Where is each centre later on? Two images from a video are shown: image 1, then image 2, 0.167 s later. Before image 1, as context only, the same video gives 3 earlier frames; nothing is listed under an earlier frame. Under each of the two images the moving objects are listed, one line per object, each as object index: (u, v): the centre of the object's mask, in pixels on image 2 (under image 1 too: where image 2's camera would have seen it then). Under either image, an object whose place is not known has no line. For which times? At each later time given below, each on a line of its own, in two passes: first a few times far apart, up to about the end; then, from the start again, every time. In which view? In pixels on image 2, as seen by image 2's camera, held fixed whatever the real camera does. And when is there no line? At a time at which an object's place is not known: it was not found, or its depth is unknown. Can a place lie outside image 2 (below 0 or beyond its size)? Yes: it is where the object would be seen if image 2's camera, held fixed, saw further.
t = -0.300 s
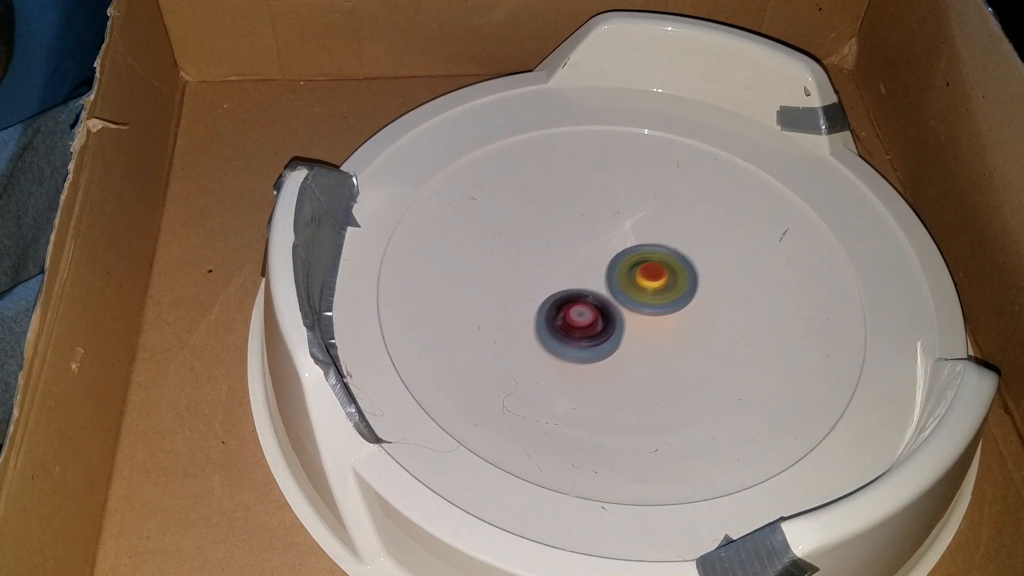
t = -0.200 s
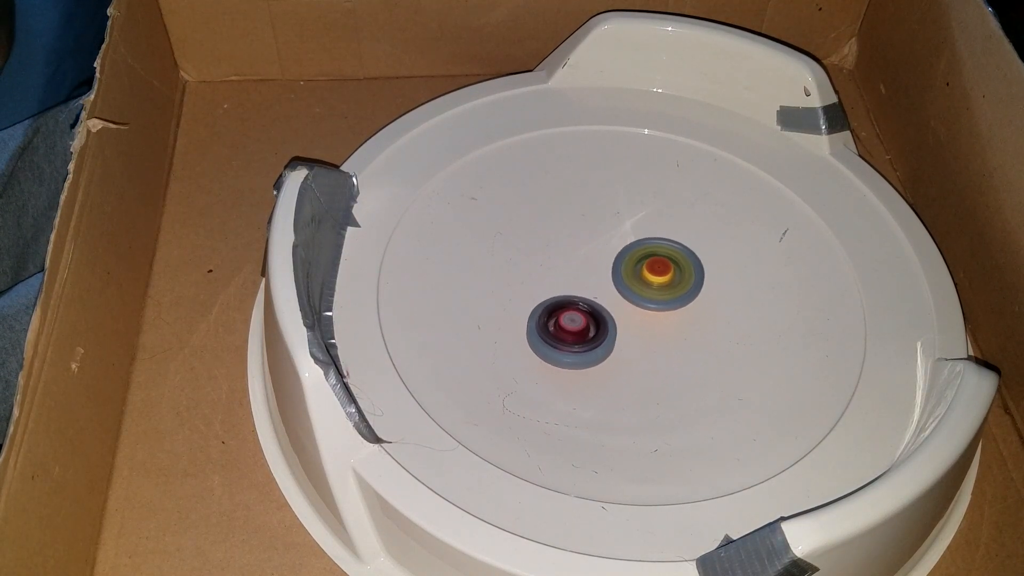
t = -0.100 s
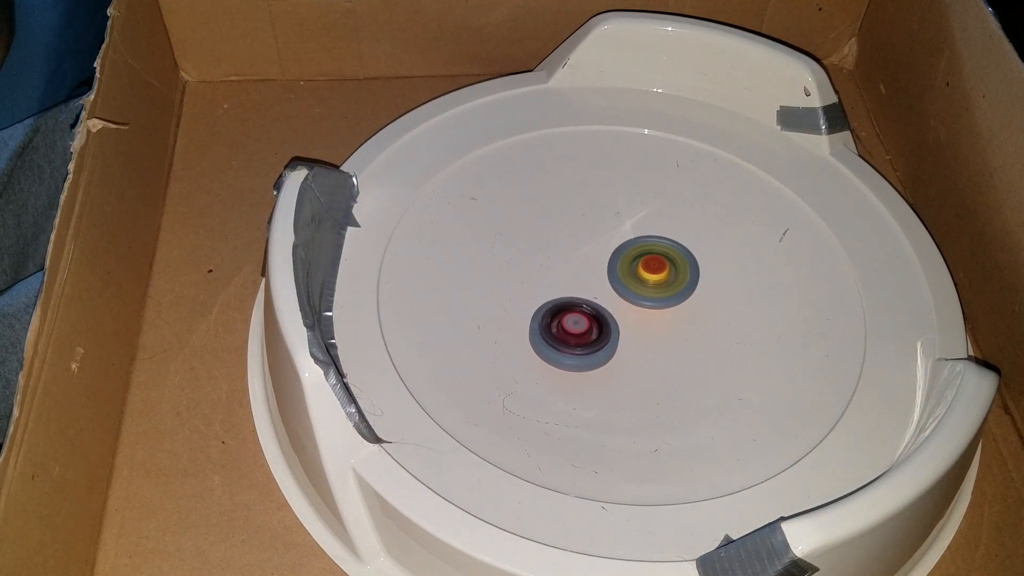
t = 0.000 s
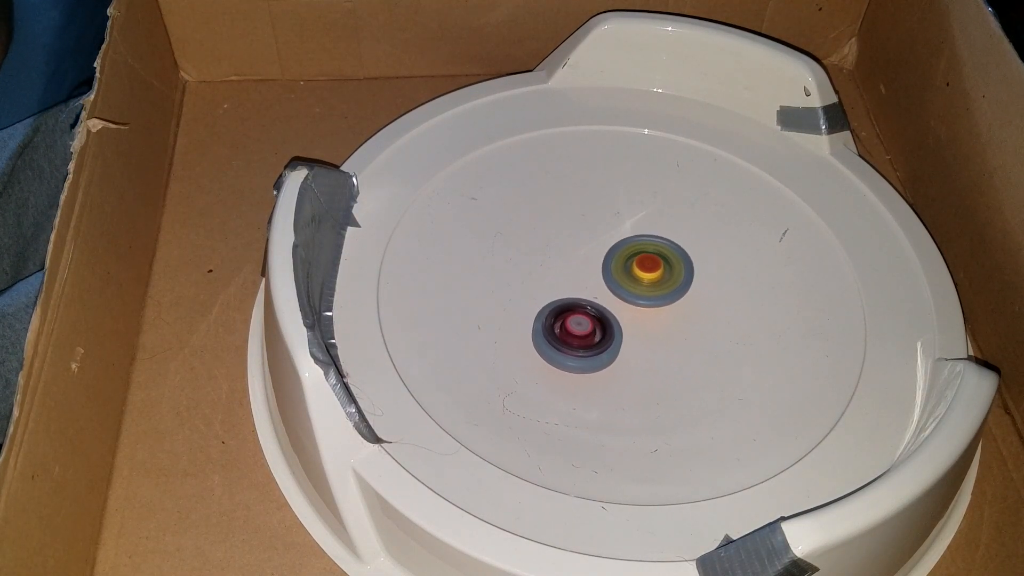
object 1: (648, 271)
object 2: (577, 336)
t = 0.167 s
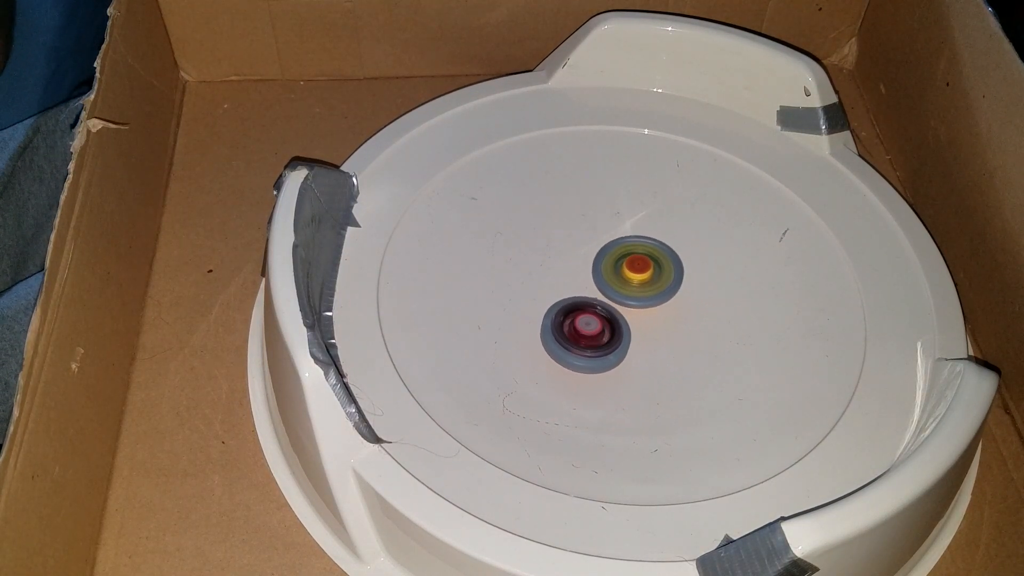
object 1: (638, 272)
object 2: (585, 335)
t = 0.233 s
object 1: (634, 272)
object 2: (589, 334)
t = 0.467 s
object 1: (642, 244)
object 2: (584, 353)
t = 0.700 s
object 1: (628, 244)
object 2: (609, 346)
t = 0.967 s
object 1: (615, 252)
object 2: (636, 336)
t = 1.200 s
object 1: (594, 191)
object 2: (748, 402)
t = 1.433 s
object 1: (578, 207)
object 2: (806, 293)
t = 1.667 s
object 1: (577, 234)
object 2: (714, 237)
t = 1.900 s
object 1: (555, 277)
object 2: (674, 235)
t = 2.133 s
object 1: (567, 315)
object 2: (658, 237)
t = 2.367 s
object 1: (585, 336)
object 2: (645, 241)
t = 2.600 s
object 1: (604, 346)
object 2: (632, 246)
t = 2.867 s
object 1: (621, 342)
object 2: (618, 254)
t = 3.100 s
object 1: (629, 327)
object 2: (607, 260)
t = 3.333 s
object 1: (641, 330)
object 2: (592, 249)
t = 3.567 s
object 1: (651, 314)
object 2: (582, 254)
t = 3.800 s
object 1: (662, 301)
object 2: (573, 258)
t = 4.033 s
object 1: (676, 295)
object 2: (565, 263)
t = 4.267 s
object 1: (677, 287)
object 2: (571, 274)
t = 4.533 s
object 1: (700, 284)
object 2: (551, 282)
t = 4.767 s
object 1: (699, 278)
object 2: (552, 296)
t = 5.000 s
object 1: (681, 280)
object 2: (563, 310)
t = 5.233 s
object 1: (657, 285)
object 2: (577, 320)
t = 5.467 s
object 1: (675, 271)
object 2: (549, 340)
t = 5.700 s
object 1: (659, 263)
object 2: (560, 349)
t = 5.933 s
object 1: (644, 261)
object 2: (576, 351)
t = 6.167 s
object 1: (631, 265)
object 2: (598, 345)
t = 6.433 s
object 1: (627, 257)
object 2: (624, 344)
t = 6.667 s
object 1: (620, 261)
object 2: (648, 337)
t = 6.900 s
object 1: (617, 264)
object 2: (668, 332)
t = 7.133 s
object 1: (615, 271)
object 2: (682, 327)
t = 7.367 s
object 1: (611, 276)
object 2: (690, 325)
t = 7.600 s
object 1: (558, 244)
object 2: (755, 356)
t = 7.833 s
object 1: (511, 231)
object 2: (778, 362)
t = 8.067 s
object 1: (517, 246)
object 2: (760, 346)
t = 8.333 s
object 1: (542, 266)
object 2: (697, 310)
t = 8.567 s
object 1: (544, 278)
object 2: (631, 270)
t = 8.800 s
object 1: (553, 302)
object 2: (630, 258)
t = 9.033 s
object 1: (573, 320)
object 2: (627, 255)
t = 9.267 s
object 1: (590, 329)
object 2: (628, 256)
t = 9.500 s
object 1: (602, 332)
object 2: (631, 263)
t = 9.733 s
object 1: (599, 343)
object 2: (641, 263)
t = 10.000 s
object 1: (608, 344)
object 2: (631, 275)
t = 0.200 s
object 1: (635, 272)
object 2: (587, 334)
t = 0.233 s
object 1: (634, 272)
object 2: (589, 334)
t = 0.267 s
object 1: (642, 261)
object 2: (579, 345)
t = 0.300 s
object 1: (648, 253)
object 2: (574, 351)
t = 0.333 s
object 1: (650, 249)
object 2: (573, 353)
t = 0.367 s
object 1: (648, 247)
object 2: (575, 353)
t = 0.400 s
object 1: (646, 246)
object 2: (578, 353)
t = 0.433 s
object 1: (644, 245)
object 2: (581, 354)
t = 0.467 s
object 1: (642, 244)
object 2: (584, 353)
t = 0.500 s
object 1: (640, 243)
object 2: (587, 353)
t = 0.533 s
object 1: (638, 243)
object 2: (591, 353)
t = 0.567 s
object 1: (636, 243)
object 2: (595, 352)
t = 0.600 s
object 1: (634, 243)
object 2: (599, 351)
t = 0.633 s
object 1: (632, 243)
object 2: (602, 349)
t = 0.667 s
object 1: (630, 243)
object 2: (606, 348)
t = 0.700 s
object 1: (628, 244)
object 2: (609, 346)
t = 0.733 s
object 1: (626, 245)
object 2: (613, 344)
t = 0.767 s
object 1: (624, 246)
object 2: (616, 342)
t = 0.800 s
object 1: (623, 247)
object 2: (619, 340)
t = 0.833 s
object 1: (621, 249)
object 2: (622, 338)
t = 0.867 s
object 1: (619, 251)
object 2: (626, 336)
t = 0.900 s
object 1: (618, 253)
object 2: (629, 333)
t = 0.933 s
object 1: (616, 255)
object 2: (632, 331)
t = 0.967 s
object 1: (615, 252)
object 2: (636, 336)
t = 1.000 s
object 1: (611, 226)
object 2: (646, 366)
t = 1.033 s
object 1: (608, 207)
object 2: (657, 388)
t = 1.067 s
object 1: (606, 195)
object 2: (670, 404)
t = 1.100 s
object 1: (604, 190)
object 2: (685, 412)
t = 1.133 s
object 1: (601, 189)
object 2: (704, 414)
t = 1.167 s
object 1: (597, 190)
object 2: (724, 410)
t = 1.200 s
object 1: (594, 191)
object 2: (748, 402)
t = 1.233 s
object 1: (591, 193)
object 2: (770, 391)
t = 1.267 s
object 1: (588, 195)
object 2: (789, 376)
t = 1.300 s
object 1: (585, 197)
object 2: (801, 361)
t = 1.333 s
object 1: (583, 199)
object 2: (808, 343)
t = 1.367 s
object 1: (581, 202)
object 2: (812, 325)
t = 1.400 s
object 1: (580, 204)
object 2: (810, 308)
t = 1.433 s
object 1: (578, 207)
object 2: (806, 293)
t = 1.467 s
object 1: (577, 210)
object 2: (797, 279)
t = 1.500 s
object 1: (577, 213)
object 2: (787, 268)
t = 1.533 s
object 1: (576, 216)
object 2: (774, 258)
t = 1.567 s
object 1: (576, 220)
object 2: (760, 251)
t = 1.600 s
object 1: (576, 224)
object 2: (745, 245)
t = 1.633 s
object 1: (576, 229)
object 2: (728, 240)
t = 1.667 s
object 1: (577, 234)
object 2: (714, 237)
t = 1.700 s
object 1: (578, 238)
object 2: (699, 236)
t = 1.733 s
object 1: (579, 243)
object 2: (686, 235)
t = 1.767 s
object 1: (580, 248)
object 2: (675, 235)
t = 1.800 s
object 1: (582, 253)
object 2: (665, 236)
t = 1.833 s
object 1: (572, 260)
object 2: (668, 234)
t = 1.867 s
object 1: (561, 268)
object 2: (673, 234)
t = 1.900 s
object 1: (555, 277)
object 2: (674, 235)
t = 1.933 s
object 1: (554, 284)
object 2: (671, 235)
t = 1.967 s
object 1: (555, 291)
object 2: (669, 236)
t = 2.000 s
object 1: (557, 296)
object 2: (667, 236)
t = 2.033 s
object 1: (560, 301)
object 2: (664, 236)
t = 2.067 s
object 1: (562, 306)
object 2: (662, 237)
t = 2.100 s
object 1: (565, 311)
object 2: (660, 237)
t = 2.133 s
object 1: (567, 315)
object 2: (658, 237)
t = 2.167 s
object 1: (570, 319)
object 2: (656, 238)
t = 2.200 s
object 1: (572, 323)
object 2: (654, 238)
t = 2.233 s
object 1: (575, 326)
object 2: (652, 239)
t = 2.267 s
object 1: (578, 329)
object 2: (650, 239)
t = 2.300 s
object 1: (580, 331)
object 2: (648, 240)
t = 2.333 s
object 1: (583, 334)
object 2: (646, 240)
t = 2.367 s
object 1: (585, 336)
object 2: (645, 241)
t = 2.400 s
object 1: (588, 338)
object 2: (643, 241)
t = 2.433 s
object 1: (591, 340)
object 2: (641, 242)
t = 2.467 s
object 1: (593, 342)
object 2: (639, 243)
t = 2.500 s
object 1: (596, 343)
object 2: (637, 244)
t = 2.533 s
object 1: (599, 344)
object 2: (635, 244)
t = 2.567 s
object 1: (602, 345)
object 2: (634, 245)
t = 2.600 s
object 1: (604, 346)
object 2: (632, 246)
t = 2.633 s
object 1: (607, 346)
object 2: (630, 247)
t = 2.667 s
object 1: (609, 346)
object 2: (628, 248)
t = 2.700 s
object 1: (611, 346)
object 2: (626, 248)
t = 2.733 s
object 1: (613, 345)
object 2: (625, 250)
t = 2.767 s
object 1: (615, 345)
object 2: (623, 250)
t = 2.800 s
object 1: (617, 344)
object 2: (621, 251)
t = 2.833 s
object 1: (619, 343)
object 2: (620, 253)
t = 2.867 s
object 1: (621, 342)
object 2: (618, 254)
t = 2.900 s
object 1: (622, 340)
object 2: (616, 255)
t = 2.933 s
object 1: (623, 338)
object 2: (615, 256)
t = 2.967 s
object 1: (625, 336)
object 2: (613, 257)
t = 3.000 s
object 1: (626, 334)
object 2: (612, 258)
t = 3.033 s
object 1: (627, 332)
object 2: (610, 259)
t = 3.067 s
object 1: (628, 329)
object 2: (609, 260)
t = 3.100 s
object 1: (629, 327)
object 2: (607, 260)
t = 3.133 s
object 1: (632, 334)
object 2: (605, 253)
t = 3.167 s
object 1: (633, 337)
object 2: (603, 247)
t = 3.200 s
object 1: (634, 336)
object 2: (601, 247)
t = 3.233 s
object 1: (636, 335)
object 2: (599, 247)
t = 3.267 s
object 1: (638, 333)
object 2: (597, 248)
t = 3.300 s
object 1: (640, 332)
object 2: (594, 248)
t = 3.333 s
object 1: (641, 330)
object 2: (592, 249)
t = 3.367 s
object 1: (643, 328)
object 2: (590, 250)
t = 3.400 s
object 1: (645, 326)
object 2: (589, 250)
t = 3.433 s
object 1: (647, 323)
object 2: (587, 251)
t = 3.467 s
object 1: (648, 321)
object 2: (586, 252)
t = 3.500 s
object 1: (649, 319)
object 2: (584, 253)
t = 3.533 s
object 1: (650, 316)
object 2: (583, 254)
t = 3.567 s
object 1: (651, 314)
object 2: (582, 254)
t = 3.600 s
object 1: (652, 311)
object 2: (581, 255)
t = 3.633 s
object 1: (653, 309)
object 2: (580, 256)
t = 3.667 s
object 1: (654, 306)
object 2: (580, 257)
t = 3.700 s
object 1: (654, 304)
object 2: (579, 258)
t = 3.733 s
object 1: (654, 302)
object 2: (578, 260)
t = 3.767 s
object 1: (655, 300)
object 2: (578, 261)
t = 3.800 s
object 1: (662, 301)
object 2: (573, 258)
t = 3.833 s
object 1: (669, 303)
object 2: (568, 256)
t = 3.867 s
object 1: (671, 302)
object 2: (566, 257)
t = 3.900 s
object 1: (672, 301)
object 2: (566, 258)
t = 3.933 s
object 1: (674, 299)
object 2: (566, 259)
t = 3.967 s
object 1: (675, 298)
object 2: (565, 261)
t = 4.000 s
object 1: (676, 296)
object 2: (565, 262)
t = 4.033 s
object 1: (676, 295)
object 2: (565, 263)
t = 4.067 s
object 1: (677, 293)
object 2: (566, 265)
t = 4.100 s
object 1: (677, 292)
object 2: (566, 266)
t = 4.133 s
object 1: (677, 291)
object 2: (567, 267)
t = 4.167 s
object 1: (677, 290)
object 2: (568, 269)
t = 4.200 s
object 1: (677, 289)
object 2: (568, 270)
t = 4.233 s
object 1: (677, 288)
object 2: (569, 272)
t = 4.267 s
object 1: (677, 287)
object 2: (571, 274)
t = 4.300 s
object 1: (676, 286)
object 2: (572, 275)
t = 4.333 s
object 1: (676, 285)
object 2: (574, 277)
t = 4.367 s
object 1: (675, 284)
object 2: (576, 279)
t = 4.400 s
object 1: (675, 284)
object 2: (577, 281)
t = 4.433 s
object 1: (673, 283)
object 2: (579, 283)
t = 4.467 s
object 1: (673, 283)
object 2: (581, 284)
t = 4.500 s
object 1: (690, 283)
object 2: (562, 283)
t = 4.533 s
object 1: (700, 284)
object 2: (551, 282)
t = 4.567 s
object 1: (703, 283)
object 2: (547, 283)
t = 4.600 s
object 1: (703, 282)
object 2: (547, 285)
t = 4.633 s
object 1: (703, 281)
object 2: (548, 287)
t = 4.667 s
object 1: (703, 280)
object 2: (549, 290)
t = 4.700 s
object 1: (702, 279)
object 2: (550, 292)
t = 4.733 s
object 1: (701, 278)
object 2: (550, 294)
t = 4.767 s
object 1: (699, 278)
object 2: (552, 296)
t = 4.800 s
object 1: (698, 278)
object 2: (553, 299)
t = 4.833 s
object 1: (696, 278)
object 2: (554, 301)
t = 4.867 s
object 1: (693, 278)
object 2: (556, 303)
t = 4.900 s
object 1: (691, 278)
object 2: (557, 304)
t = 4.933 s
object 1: (688, 278)
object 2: (559, 306)
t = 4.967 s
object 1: (685, 279)
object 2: (561, 308)
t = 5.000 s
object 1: (681, 280)
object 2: (563, 310)
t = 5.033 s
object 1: (678, 281)
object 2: (565, 312)
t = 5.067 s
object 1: (674, 282)
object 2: (567, 313)
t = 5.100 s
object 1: (671, 283)
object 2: (569, 315)
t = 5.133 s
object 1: (667, 284)
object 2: (571, 316)
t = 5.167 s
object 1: (663, 284)
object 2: (574, 317)
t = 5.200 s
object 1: (659, 285)
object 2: (576, 319)
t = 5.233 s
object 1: (657, 285)
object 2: (577, 320)
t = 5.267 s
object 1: (658, 285)
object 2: (576, 322)
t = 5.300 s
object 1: (656, 285)
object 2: (577, 323)
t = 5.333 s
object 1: (653, 285)
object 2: (579, 325)
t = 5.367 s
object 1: (664, 279)
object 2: (565, 330)
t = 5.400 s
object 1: (674, 274)
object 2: (552, 336)
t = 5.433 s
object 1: (676, 272)
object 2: (548, 338)
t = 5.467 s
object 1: (675, 271)
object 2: (549, 340)
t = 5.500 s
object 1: (673, 269)
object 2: (550, 342)
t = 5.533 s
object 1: (670, 268)
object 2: (551, 344)
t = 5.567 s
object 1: (668, 267)
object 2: (553, 345)
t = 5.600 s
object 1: (666, 266)
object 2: (555, 346)
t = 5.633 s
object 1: (664, 265)
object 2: (556, 348)
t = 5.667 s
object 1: (661, 264)
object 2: (558, 349)
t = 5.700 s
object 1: (659, 263)
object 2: (560, 349)
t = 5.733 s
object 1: (657, 263)
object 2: (562, 350)
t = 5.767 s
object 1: (655, 262)
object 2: (564, 350)
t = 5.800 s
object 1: (653, 262)
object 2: (566, 351)
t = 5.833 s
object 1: (650, 262)
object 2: (568, 351)
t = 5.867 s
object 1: (648, 261)
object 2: (570, 351)
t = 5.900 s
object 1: (646, 261)
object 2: (573, 351)
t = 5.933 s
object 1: (644, 261)
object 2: (576, 351)
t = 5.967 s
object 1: (642, 261)
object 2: (579, 350)
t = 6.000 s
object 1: (640, 261)
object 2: (582, 349)
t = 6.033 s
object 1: (638, 262)
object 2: (585, 349)
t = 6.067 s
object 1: (637, 263)
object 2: (589, 348)
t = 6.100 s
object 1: (635, 263)
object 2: (592, 347)
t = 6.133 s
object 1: (633, 264)
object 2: (595, 346)
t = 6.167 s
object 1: (631, 265)
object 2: (598, 345)
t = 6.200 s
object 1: (630, 266)
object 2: (602, 343)
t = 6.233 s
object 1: (629, 267)
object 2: (605, 342)
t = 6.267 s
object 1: (627, 267)
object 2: (609, 341)
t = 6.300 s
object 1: (626, 268)
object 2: (612, 340)
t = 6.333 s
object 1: (627, 262)
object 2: (614, 345)
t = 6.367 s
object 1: (628, 258)
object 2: (616, 346)
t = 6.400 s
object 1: (628, 257)
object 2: (620, 345)
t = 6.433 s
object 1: (627, 257)
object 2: (624, 344)
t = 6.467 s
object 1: (625, 257)
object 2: (627, 343)
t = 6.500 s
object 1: (624, 258)
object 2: (631, 342)
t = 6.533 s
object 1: (623, 258)
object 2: (635, 341)
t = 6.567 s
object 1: (622, 259)
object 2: (638, 340)
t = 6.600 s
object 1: (621, 259)
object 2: (642, 339)
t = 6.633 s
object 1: (621, 260)
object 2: (645, 338)
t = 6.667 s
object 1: (620, 261)
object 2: (648, 337)
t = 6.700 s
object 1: (620, 261)
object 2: (651, 336)
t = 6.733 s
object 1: (619, 262)
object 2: (654, 335)
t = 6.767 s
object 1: (619, 262)
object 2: (657, 333)
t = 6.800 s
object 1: (619, 263)
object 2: (660, 333)
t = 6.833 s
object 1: (618, 264)
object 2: (662, 332)
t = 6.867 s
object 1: (617, 264)
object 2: (666, 332)
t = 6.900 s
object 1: (617, 264)
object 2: (668, 332)
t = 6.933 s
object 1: (617, 264)
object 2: (671, 331)
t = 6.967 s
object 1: (617, 265)
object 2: (673, 330)
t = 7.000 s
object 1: (616, 266)
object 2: (675, 330)
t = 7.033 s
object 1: (616, 267)
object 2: (677, 329)
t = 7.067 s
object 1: (616, 268)
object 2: (679, 328)
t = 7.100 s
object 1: (616, 269)
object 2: (680, 328)
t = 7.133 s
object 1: (615, 271)
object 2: (682, 327)
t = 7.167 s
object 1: (615, 272)
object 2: (683, 326)
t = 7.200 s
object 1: (614, 272)
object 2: (686, 327)
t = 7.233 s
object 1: (613, 272)
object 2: (687, 327)
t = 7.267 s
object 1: (612, 273)
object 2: (688, 327)
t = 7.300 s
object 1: (612, 273)
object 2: (689, 326)
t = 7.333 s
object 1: (612, 274)
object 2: (690, 326)
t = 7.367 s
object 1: (611, 276)
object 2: (690, 325)
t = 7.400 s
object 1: (611, 277)
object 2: (690, 325)
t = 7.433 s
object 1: (611, 278)
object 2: (691, 324)
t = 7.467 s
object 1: (612, 279)
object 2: (691, 324)
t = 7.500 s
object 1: (611, 281)
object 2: (691, 323)
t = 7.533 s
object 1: (610, 280)
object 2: (693, 323)
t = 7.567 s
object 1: (582, 260)
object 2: (728, 341)
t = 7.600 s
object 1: (558, 244)
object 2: (755, 356)
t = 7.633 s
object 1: (539, 233)
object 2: (771, 365)
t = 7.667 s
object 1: (526, 226)
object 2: (778, 369)
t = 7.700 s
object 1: (519, 224)
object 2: (779, 369)
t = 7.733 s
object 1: (516, 224)
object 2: (780, 367)
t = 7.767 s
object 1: (513, 226)
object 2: (780, 366)
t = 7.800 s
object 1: (512, 229)
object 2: (779, 364)
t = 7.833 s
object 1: (511, 231)
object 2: (778, 362)
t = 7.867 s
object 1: (511, 233)
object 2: (777, 360)
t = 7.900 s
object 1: (511, 235)
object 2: (775, 357)
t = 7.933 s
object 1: (512, 238)
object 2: (773, 355)
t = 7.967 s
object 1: (513, 240)
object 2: (770, 353)
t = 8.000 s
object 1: (515, 242)
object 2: (767, 351)
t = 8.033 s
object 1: (516, 244)
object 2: (764, 349)
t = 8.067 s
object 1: (517, 246)
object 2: (760, 346)
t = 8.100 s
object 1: (519, 248)
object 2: (755, 344)
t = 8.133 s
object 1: (521, 250)
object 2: (751, 341)
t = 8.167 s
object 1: (524, 252)
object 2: (746, 338)
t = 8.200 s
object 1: (527, 255)
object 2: (742, 336)
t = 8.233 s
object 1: (531, 258)
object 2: (735, 331)
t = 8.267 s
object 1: (534, 261)
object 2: (725, 325)
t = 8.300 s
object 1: (538, 263)
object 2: (712, 318)
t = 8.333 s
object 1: (542, 266)
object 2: (697, 310)
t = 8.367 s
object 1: (546, 268)
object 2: (681, 302)
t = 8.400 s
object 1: (550, 271)
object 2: (665, 294)
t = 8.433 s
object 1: (554, 273)
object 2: (648, 286)
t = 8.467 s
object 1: (546, 273)
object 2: (644, 281)
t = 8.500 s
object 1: (541, 273)
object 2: (641, 276)
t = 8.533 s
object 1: (542, 275)
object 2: (635, 273)
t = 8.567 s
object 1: (544, 278)
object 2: (631, 270)
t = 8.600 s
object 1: (544, 281)
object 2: (630, 268)
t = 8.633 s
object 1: (541, 284)
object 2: (634, 265)
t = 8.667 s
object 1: (543, 288)
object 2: (635, 263)
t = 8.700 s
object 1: (545, 291)
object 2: (634, 262)
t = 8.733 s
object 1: (548, 295)
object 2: (633, 260)
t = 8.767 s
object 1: (550, 298)
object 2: (631, 259)
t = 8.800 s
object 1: (553, 302)
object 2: (630, 258)
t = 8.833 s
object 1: (556, 305)
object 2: (629, 258)
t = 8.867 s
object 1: (559, 308)
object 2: (628, 257)
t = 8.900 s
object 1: (562, 311)
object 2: (628, 256)
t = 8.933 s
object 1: (565, 313)
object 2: (628, 256)
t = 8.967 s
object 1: (567, 316)
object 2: (627, 255)
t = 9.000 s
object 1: (570, 318)
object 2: (627, 255)
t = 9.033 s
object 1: (573, 320)
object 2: (627, 255)
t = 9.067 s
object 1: (575, 322)
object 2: (627, 255)
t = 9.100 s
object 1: (578, 324)
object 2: (627, 255)
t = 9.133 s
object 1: (581, 325)
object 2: (627, 255)
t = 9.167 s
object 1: (583, 326)
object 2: (627, 255)
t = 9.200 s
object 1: (586, 328)
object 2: (627, 255)
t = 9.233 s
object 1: (588, 329)
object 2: (627, 256)
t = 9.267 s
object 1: (590, 329)
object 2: (628, 256)
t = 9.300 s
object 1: (592, 330)
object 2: (628, 257)
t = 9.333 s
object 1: (594, 330)
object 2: (628, 258)
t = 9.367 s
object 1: (596, 331)
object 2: (629, 259)
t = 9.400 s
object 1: (598, 331)
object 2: (629, 260)
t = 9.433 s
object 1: (599, 331)
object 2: (630, 261)
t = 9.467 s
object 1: (601, 332)
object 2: (630, 262)
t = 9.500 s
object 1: (602, 332)
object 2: (631, 263)
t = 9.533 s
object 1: (604, 332)
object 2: (631, 265)
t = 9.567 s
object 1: (605, 332)
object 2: (632, 266)
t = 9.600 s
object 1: (607, 332)
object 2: (632, 267)
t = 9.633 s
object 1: (607, 333)
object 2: (633, 268)
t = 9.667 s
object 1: (601, 340)
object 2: (637, 264)
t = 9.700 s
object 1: (598, 343)
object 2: (641, 262)
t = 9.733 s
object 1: (599, 343)
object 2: (641, 263)
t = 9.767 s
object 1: (600, 344)
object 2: (640, 264)
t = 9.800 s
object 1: (602, 344)
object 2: (640, 266)
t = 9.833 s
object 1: (603, 344)
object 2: (638, 267)
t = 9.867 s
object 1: (604, 345)
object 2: (637, 269)
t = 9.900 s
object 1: (605, 344)
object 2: (636, 270)
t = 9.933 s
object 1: (606, 344)
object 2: (634, 272)
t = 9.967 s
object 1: (607, 344)
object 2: (633, 274)
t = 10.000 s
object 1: (608, 344)
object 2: (631, 275)
